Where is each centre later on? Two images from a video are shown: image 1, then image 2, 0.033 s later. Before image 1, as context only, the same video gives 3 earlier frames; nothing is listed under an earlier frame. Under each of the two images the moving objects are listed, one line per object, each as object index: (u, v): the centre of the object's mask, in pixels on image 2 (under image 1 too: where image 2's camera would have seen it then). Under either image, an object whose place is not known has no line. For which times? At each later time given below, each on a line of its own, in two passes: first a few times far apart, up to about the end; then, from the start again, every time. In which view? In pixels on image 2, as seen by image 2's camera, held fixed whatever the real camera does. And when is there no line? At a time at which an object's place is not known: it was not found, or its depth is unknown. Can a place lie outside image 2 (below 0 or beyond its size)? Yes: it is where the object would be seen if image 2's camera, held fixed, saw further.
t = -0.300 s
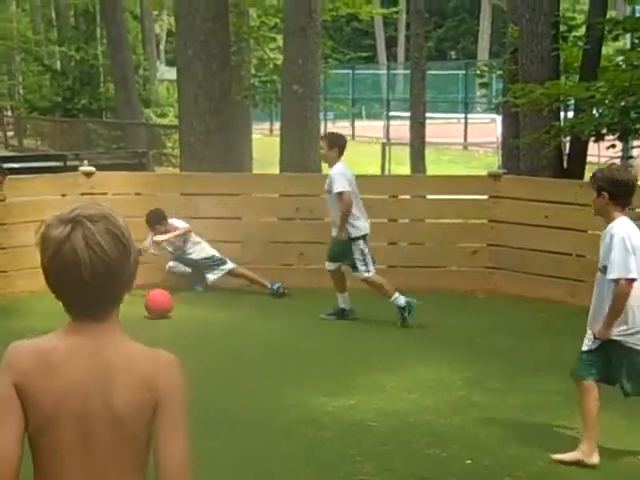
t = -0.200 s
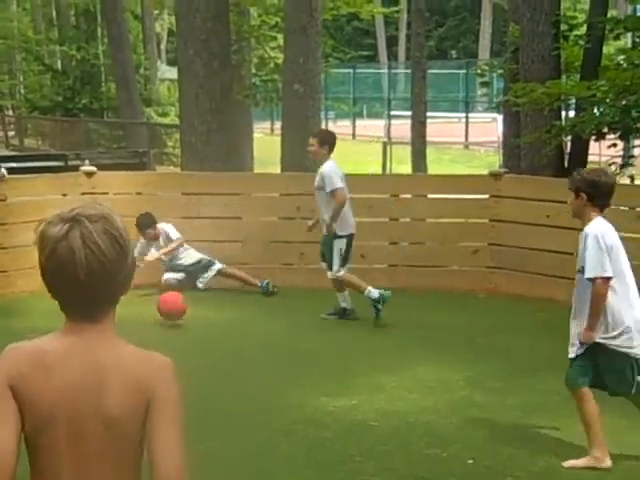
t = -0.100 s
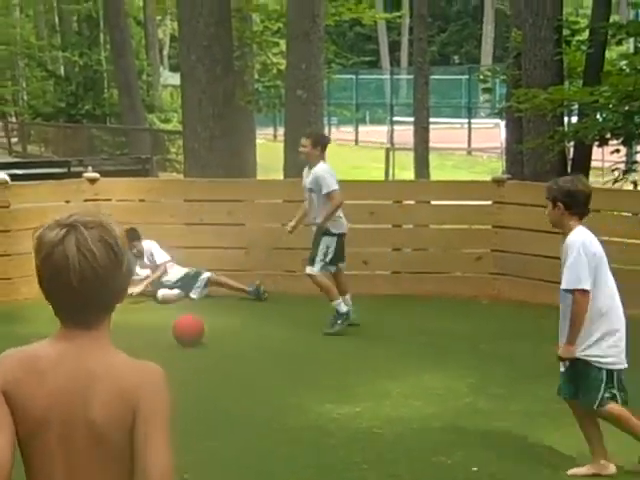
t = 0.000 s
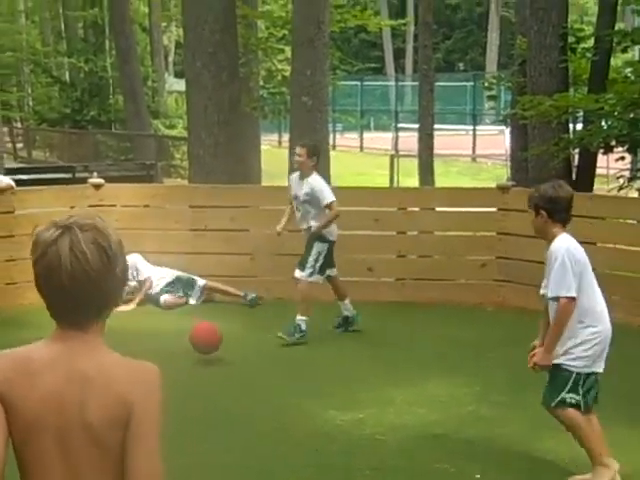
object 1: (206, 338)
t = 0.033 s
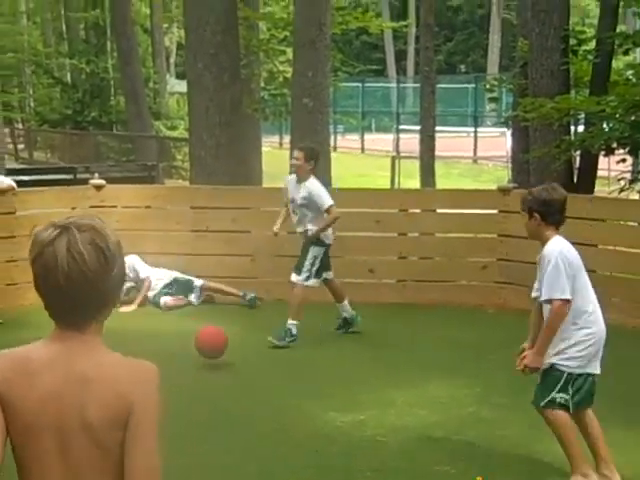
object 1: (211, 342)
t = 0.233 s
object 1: (241, 367)
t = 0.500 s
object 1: (292, 412)
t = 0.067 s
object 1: (215, 346)
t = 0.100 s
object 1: (221, 354)
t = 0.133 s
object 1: (226, 360)
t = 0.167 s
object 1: (232, 361)
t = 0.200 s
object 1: (236, 363)
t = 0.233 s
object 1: (241, 367)
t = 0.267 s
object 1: (248, 373)
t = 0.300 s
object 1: (254, 381)
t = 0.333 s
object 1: (260, 387)
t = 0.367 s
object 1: (265, 390)
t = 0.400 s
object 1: (272, 394)
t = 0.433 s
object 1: (278, 399)
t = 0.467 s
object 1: (285, 407)
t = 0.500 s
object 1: (292, 412)
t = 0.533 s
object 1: (298, 415)
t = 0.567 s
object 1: (306, 420)
